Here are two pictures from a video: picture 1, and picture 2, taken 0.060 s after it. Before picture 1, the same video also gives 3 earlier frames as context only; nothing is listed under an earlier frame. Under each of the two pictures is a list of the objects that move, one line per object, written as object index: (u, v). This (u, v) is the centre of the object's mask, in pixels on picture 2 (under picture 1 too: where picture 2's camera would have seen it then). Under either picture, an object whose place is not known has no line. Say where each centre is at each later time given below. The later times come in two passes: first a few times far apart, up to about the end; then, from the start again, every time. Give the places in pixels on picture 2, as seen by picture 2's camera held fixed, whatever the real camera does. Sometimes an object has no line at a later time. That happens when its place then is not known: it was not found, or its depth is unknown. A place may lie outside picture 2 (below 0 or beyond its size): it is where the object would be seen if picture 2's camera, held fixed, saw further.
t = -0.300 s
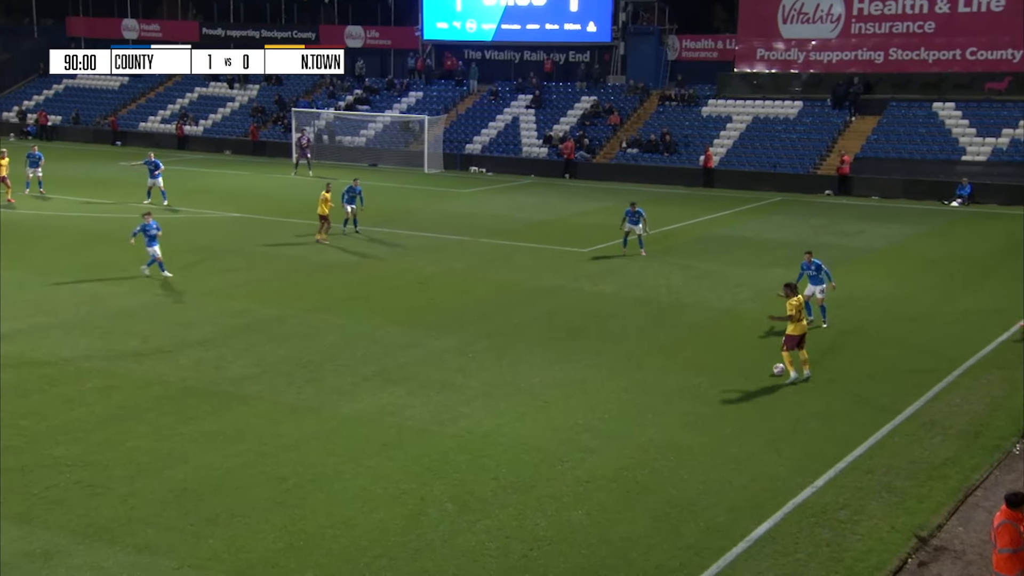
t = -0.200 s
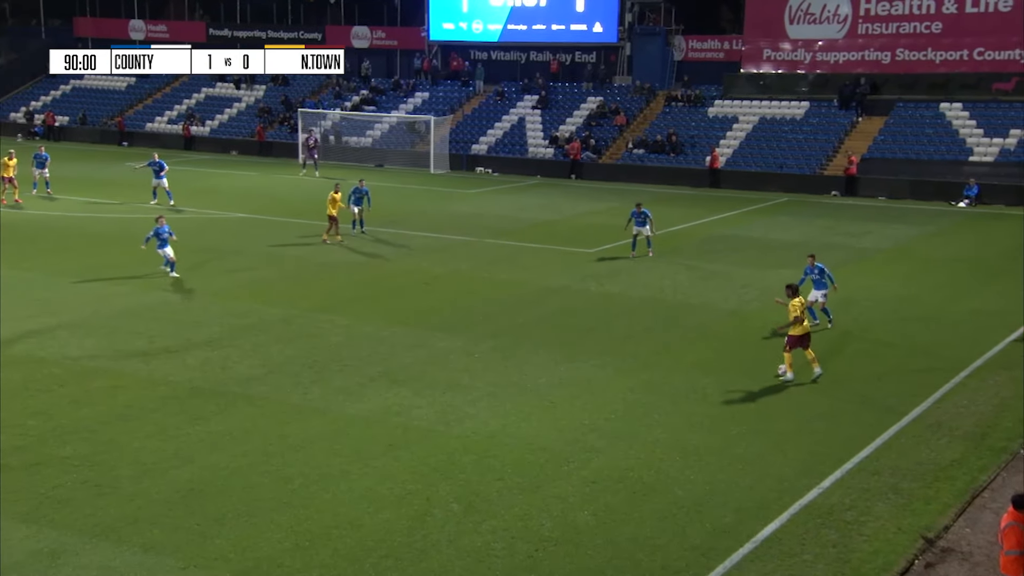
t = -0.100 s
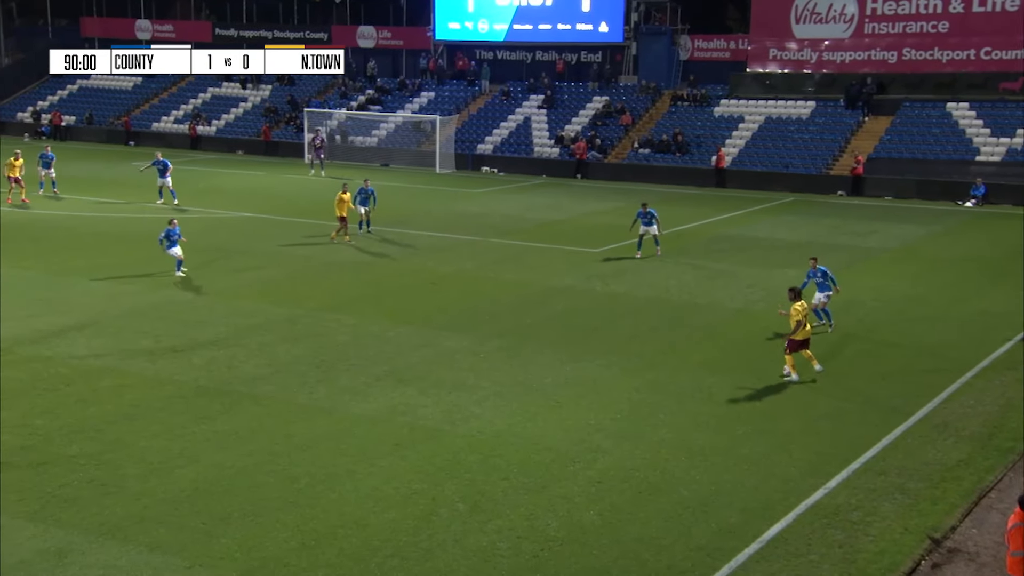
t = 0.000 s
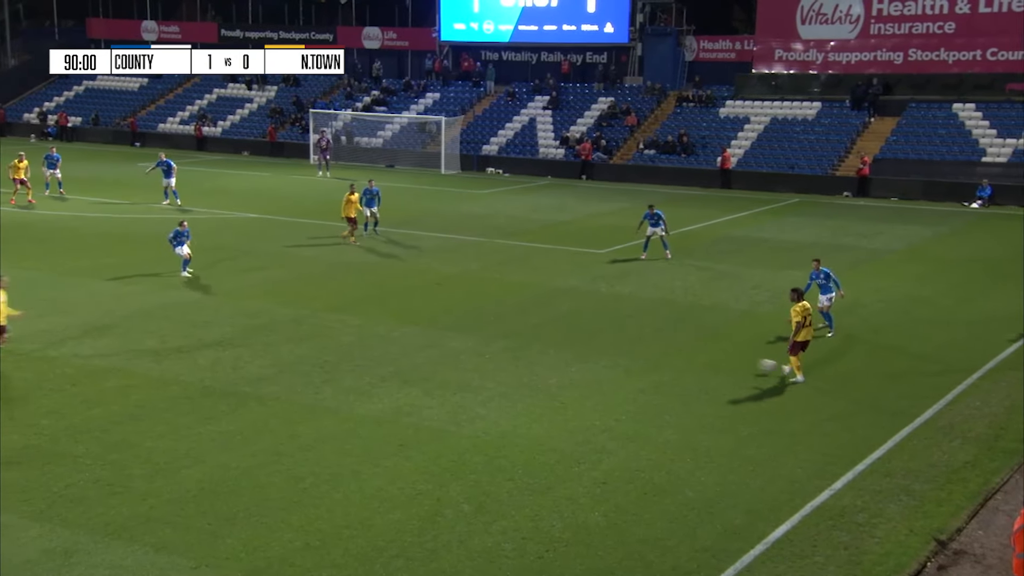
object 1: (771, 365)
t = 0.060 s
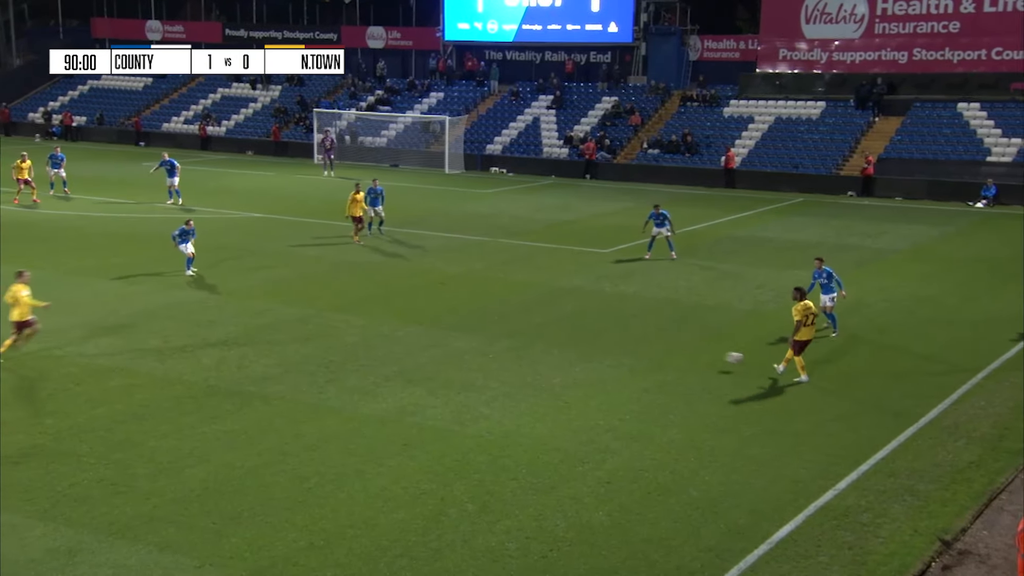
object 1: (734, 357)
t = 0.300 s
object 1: (593, 349)
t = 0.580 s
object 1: (457, 338)
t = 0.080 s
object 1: (721, 356)
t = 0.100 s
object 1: (709, 354)
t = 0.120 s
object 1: (698, 353)
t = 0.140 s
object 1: (685, 351)
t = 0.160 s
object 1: (674, 350)
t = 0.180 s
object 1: (662, 349)
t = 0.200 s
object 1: (650, 349)
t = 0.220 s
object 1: (639, 349)
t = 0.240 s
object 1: (627, 349)
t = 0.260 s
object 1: (616, 349)
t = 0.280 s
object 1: (605, 349)
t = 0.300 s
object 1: (593, 349)
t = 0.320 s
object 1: (582, 350)
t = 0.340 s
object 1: (570, 351)
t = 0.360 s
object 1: (561, 350)
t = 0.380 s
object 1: (551, 348)
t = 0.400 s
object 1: (541, 346)
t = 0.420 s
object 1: (532, 344)
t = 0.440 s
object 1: (522, 343)
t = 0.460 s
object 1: (513, 341)
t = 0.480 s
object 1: (503, 340)
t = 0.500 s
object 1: (494, 339)
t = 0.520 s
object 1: (484, 339)
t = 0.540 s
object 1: (475, 338)
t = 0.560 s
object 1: (466, 338)
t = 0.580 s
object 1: (457, 338)
